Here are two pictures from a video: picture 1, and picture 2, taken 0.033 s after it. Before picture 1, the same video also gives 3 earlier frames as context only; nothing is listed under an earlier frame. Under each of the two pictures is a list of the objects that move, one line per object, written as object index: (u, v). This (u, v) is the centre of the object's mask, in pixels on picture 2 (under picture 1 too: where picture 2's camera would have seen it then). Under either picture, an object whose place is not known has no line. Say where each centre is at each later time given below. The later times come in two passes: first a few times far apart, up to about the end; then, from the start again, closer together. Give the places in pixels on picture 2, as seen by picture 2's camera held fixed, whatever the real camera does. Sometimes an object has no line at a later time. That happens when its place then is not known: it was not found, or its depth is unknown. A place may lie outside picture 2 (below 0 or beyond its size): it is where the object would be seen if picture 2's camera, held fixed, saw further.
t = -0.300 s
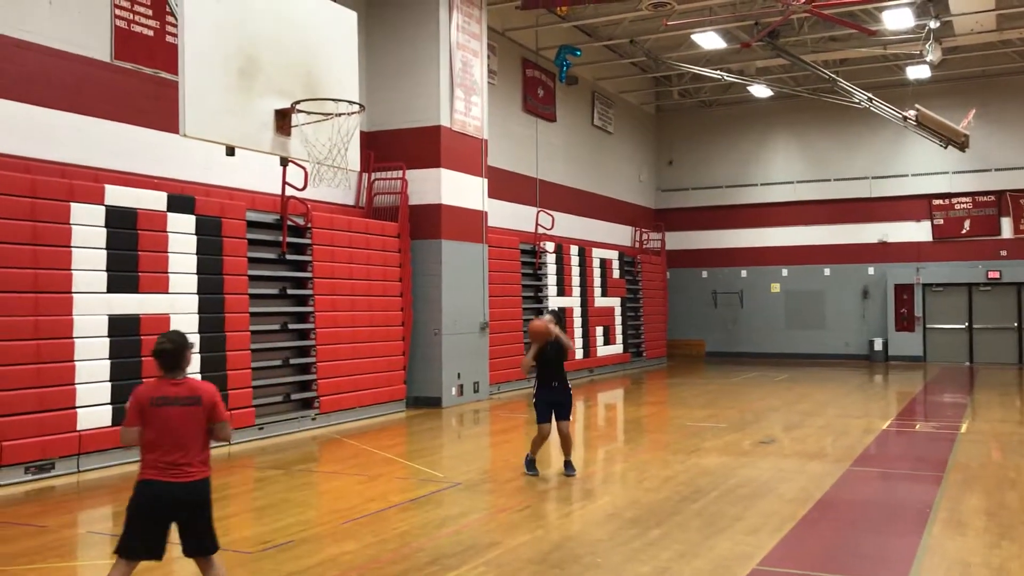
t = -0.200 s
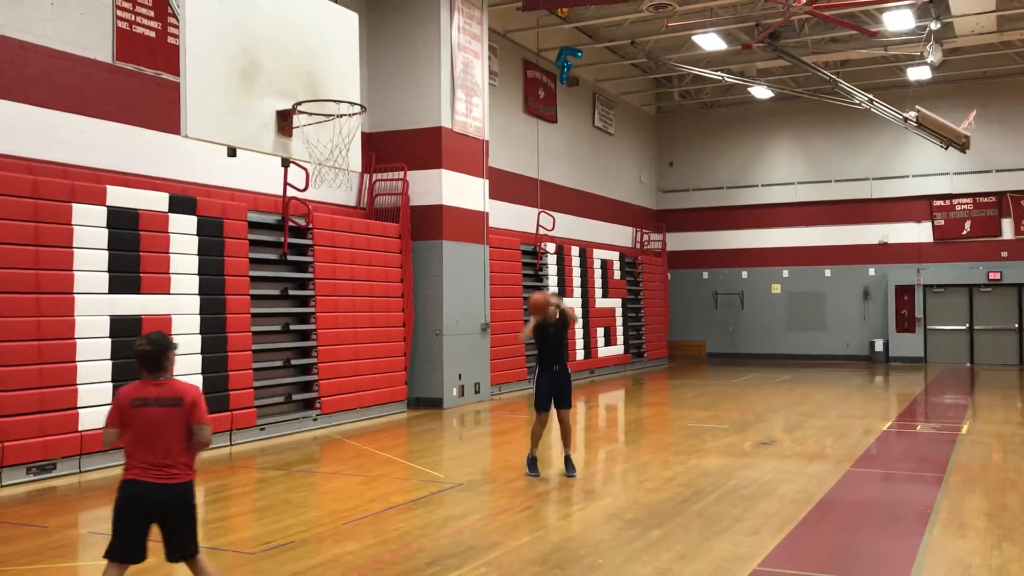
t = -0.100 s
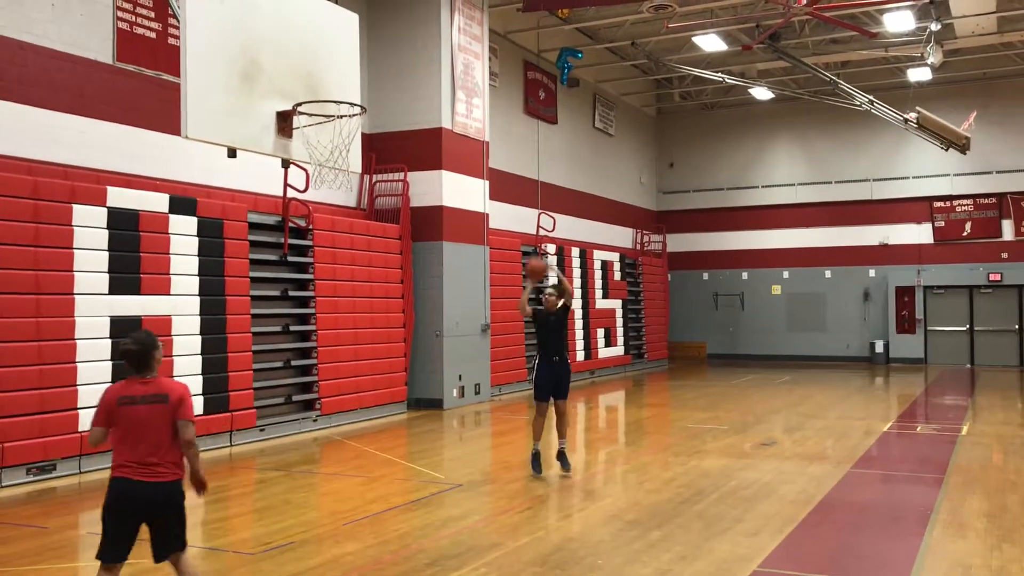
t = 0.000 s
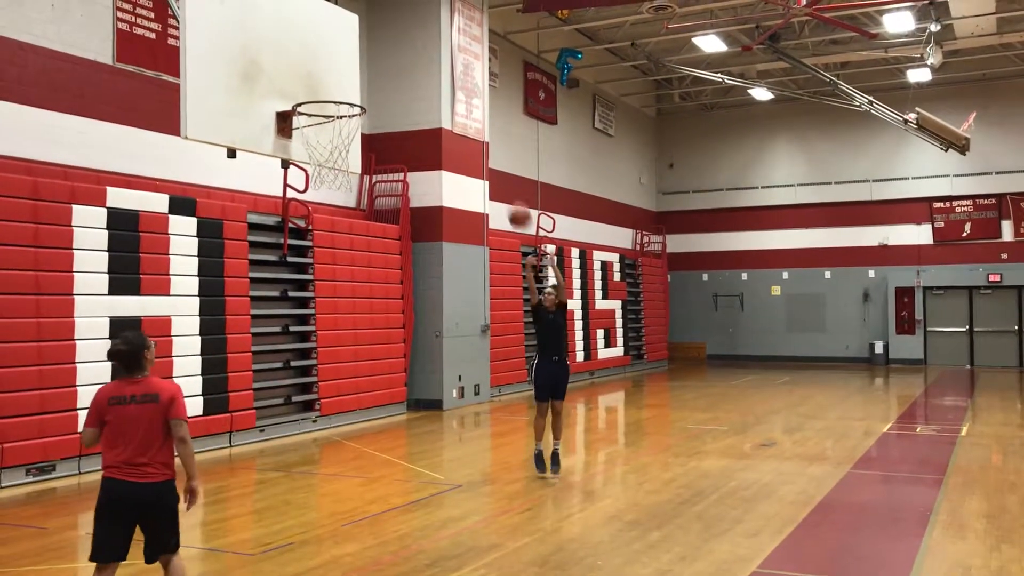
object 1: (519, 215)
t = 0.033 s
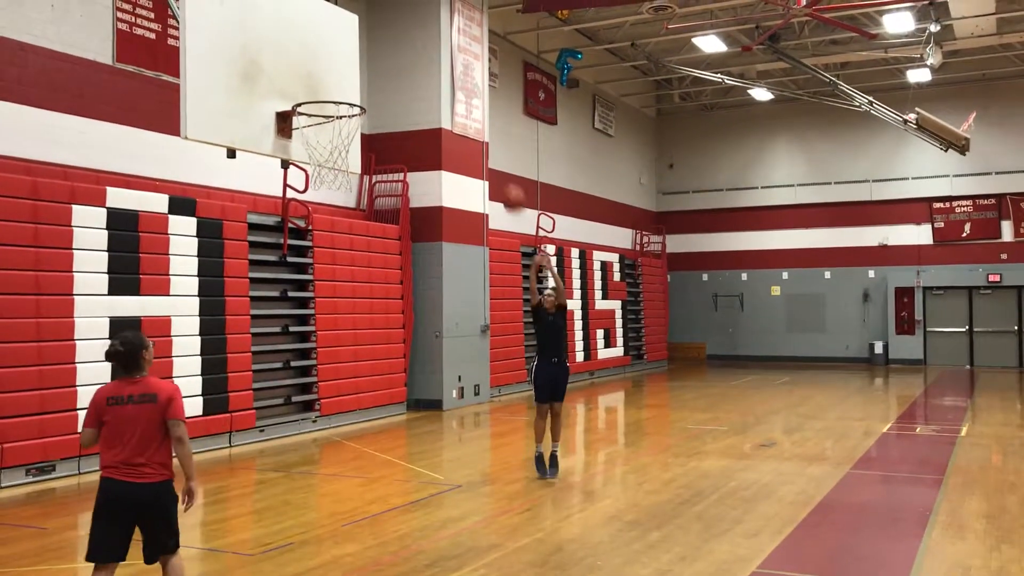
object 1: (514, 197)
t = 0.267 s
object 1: (468, 104)
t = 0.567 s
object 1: (400, 54)
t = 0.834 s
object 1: (323, 103)
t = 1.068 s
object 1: (307, 142)
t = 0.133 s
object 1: (495, 154)
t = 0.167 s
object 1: (489, 140)
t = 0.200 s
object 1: (482, 128)
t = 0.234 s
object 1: (475, 115)
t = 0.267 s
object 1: (468, 104)
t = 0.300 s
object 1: (461, 94)
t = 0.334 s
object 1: (454, 86)
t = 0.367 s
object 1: (447, 77)
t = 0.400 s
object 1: (439, 71)
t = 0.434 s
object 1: (431, 64)
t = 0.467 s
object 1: (424, 60)
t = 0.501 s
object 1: (416, 57)
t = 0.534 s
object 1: (408, 55)
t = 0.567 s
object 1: (400, 54)
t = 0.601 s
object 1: (392, 55)
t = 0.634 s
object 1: (383, 57)
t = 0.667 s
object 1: (374, 61)
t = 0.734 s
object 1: (355, 73)
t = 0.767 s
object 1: (345, 81)
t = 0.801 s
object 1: (335, 90)
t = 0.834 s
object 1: (323, 103)
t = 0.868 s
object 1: (313, 119)
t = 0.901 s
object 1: (303, 134)
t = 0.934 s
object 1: (299, 145)
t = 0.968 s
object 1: (301, 143)
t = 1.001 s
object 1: (303, 141)
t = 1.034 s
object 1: (305, 140)
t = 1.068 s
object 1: (307, 142)
